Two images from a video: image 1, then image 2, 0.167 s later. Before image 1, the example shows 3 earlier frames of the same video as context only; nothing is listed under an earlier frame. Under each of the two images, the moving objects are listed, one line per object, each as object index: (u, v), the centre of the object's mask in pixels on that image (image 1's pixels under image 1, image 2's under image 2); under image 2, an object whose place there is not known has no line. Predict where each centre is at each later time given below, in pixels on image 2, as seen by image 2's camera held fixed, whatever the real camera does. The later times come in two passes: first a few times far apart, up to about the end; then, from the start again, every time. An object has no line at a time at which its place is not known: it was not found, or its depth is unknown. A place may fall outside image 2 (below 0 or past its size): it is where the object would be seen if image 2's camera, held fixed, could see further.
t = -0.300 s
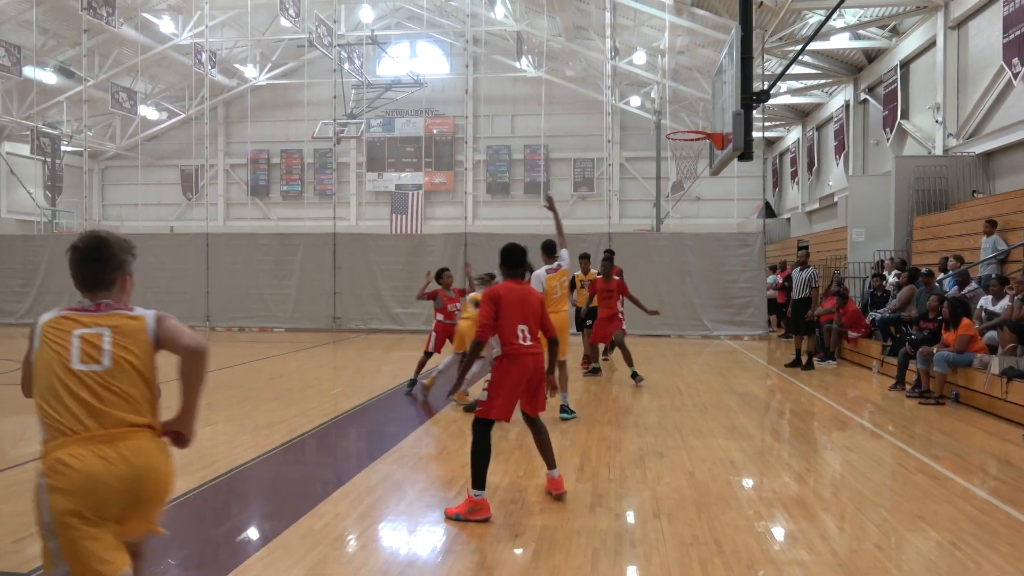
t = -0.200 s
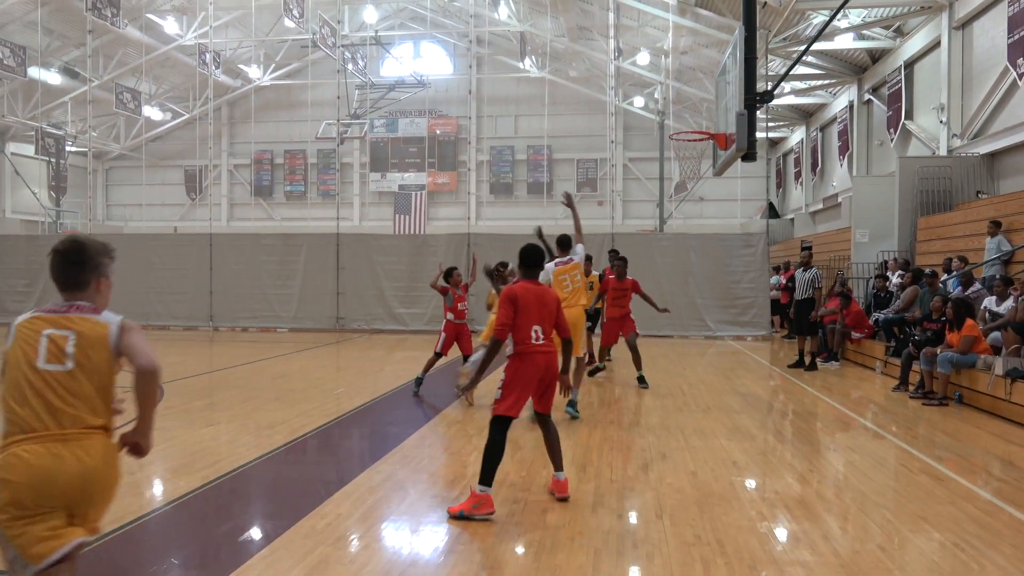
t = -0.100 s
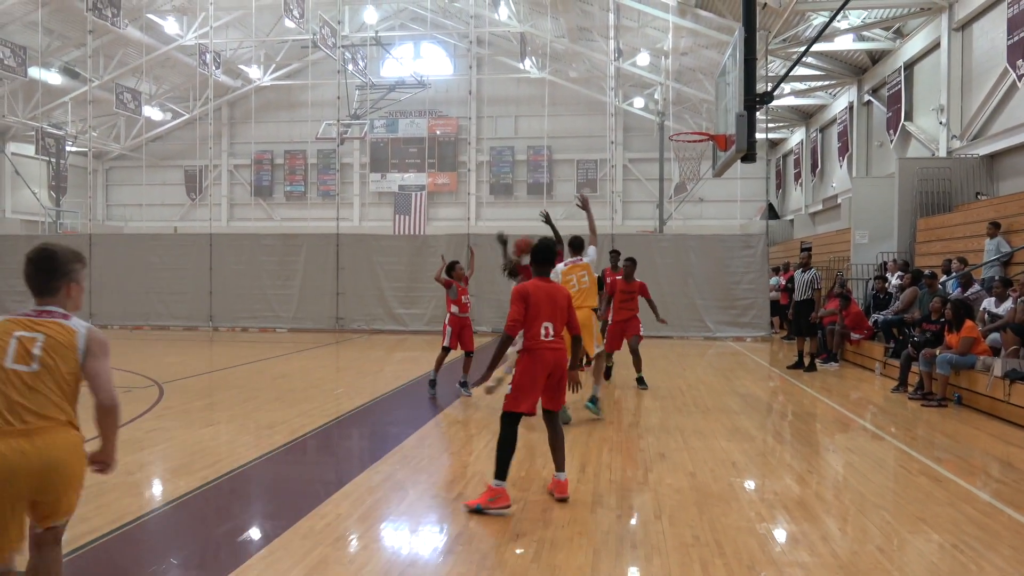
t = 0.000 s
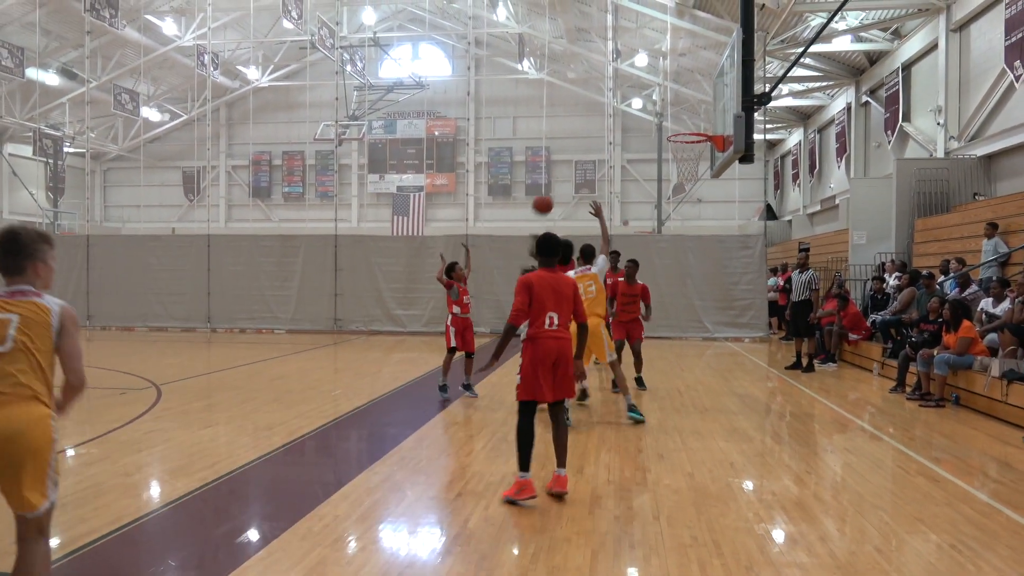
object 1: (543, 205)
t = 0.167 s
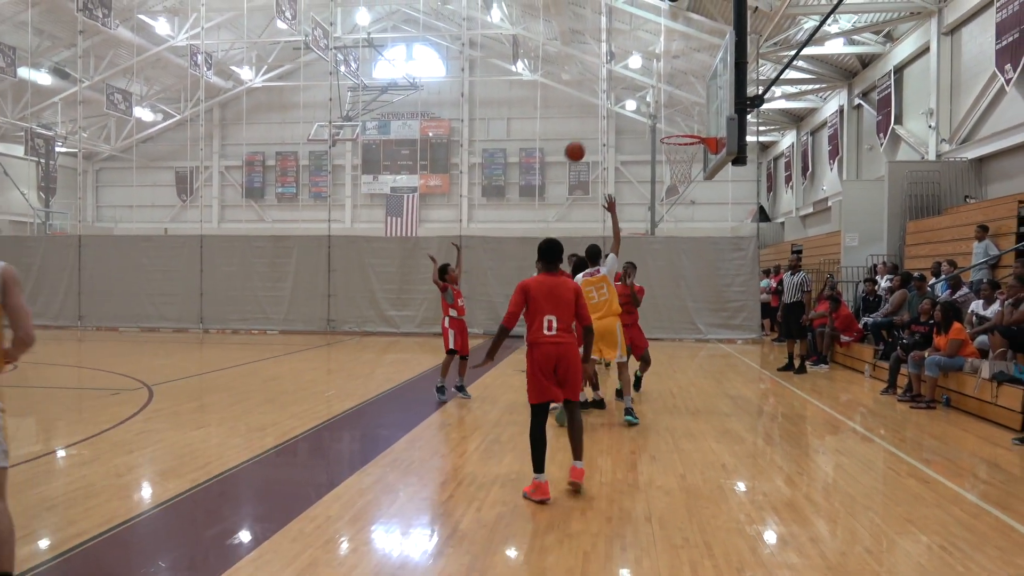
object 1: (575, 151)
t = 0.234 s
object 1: (589, 137)
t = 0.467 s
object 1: (642, 114)
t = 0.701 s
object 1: (692, 133)
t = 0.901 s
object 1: (700, 115)
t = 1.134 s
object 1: (679, 131)
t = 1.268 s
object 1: (668, 159)
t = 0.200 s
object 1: (582, 144)
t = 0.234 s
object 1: (589, 137)
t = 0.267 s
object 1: (597, 131)
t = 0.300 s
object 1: (605, 126)
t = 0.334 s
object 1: (612, 121)
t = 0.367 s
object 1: (619, 118)
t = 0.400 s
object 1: (627, 116)
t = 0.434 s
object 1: (635, 115)
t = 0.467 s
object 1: (642, 114)
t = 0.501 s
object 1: (649, 114)
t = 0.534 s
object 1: (656, 116)
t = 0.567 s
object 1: (664, 119)
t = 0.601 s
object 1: (672, 122)
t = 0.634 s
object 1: (679, 126)
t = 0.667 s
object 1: (686, 131)
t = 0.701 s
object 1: (692, 133)
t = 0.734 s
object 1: (695, 128)
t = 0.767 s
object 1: (699, 124)
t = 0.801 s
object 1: (703, 121)
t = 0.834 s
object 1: (705, 118)
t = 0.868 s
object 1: (703, 116)
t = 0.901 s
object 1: (700, 115)
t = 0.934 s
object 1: (697, 114)
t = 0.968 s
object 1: (694, 115)
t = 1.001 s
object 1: (691, 116)
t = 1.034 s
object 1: (688, 119)
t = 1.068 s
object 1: (685, 122)
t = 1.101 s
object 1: (682, 126)
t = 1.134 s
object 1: (679, 131)
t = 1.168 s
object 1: (675, 138)
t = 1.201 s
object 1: (672, 147)
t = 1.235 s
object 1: (670, 153)
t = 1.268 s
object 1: (668, 159)
